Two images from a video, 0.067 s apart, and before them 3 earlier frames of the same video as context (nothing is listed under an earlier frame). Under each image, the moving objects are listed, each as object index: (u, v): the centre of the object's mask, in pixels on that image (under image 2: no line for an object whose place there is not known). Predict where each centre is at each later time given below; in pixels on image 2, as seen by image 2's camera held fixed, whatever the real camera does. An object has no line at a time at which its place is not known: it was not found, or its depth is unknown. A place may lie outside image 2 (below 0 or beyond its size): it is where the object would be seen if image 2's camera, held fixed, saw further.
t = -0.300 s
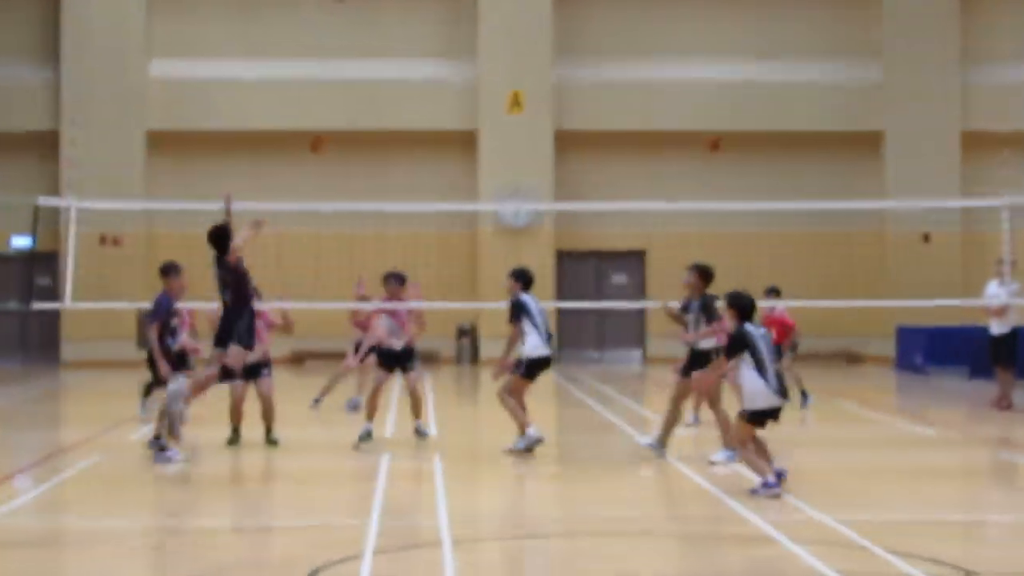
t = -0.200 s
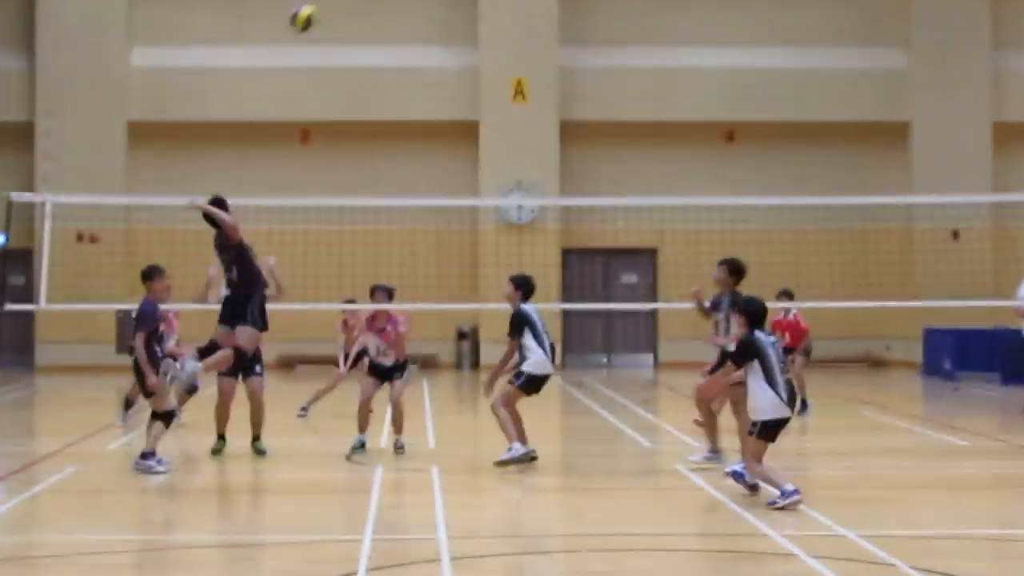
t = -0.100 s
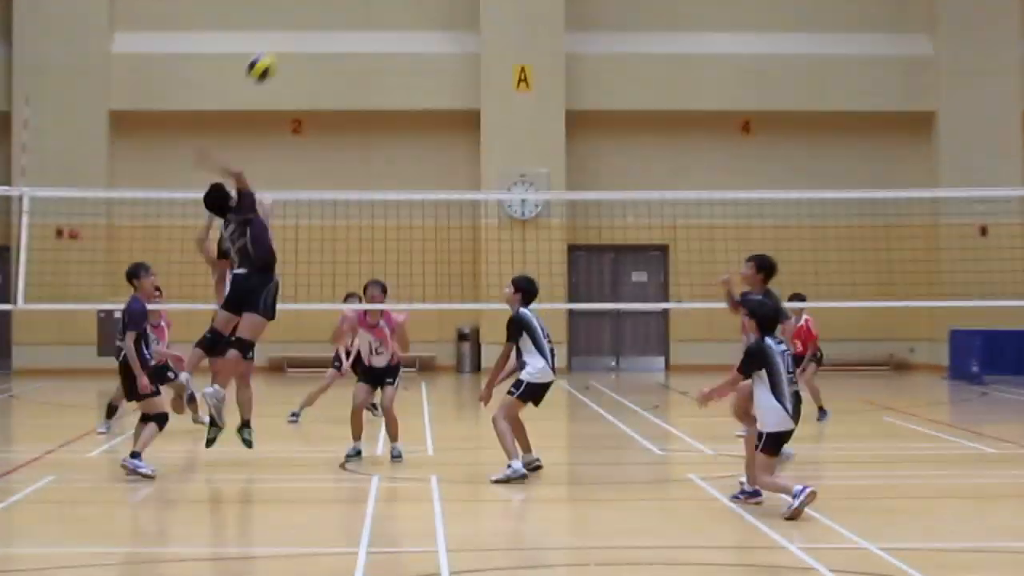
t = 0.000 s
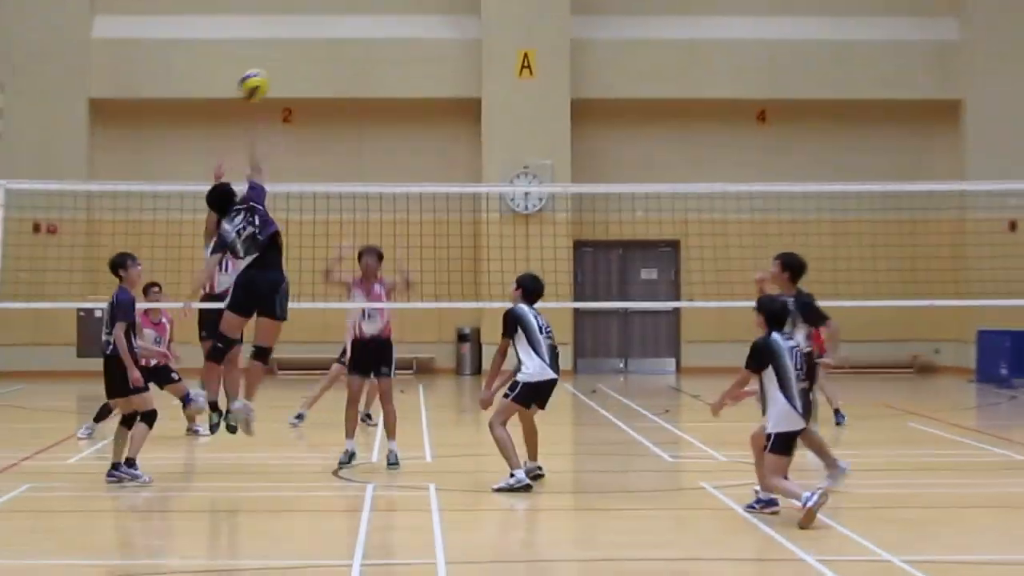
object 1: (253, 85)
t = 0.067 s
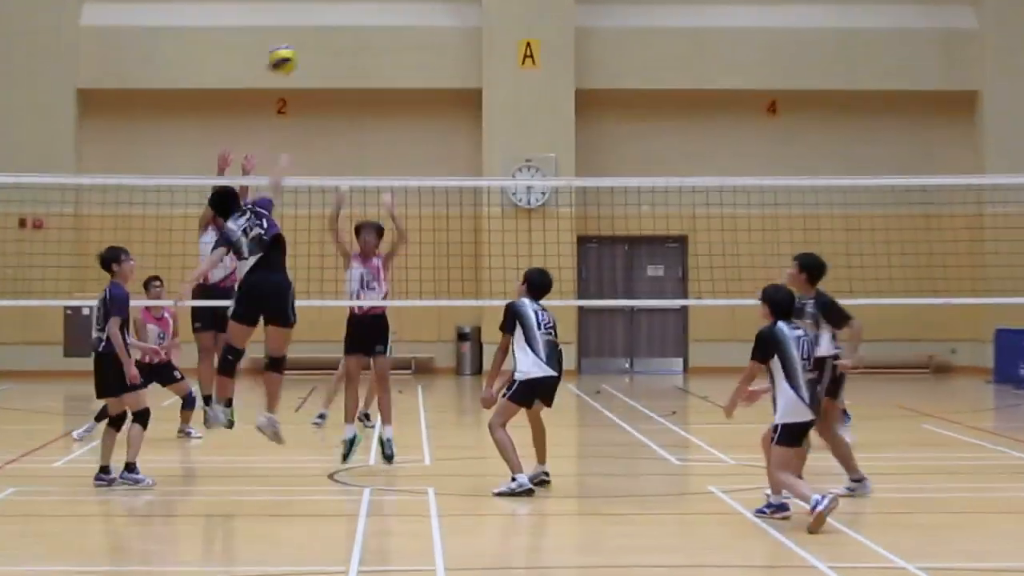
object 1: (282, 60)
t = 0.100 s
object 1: (298, 54)
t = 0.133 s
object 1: (314, 49)
